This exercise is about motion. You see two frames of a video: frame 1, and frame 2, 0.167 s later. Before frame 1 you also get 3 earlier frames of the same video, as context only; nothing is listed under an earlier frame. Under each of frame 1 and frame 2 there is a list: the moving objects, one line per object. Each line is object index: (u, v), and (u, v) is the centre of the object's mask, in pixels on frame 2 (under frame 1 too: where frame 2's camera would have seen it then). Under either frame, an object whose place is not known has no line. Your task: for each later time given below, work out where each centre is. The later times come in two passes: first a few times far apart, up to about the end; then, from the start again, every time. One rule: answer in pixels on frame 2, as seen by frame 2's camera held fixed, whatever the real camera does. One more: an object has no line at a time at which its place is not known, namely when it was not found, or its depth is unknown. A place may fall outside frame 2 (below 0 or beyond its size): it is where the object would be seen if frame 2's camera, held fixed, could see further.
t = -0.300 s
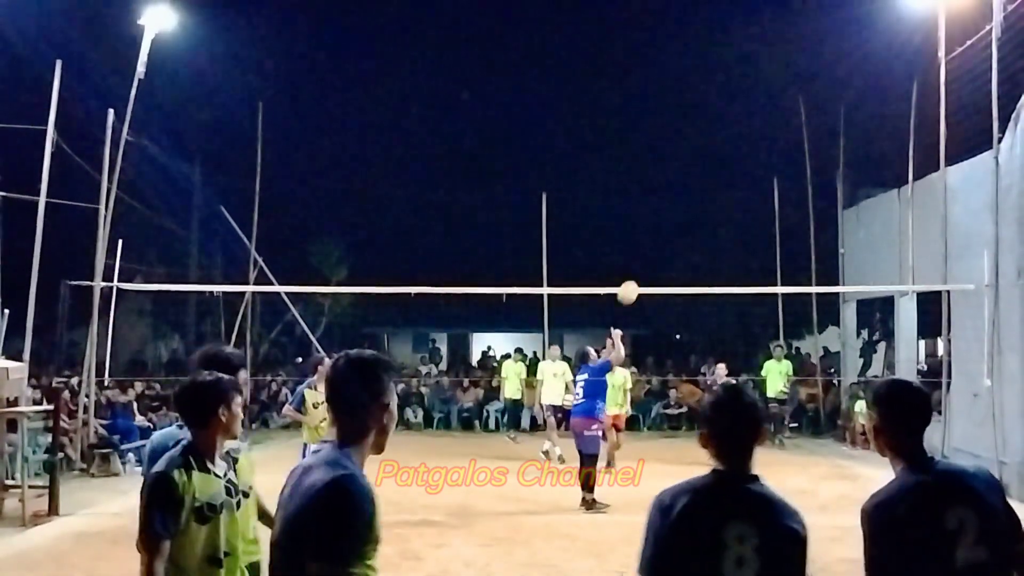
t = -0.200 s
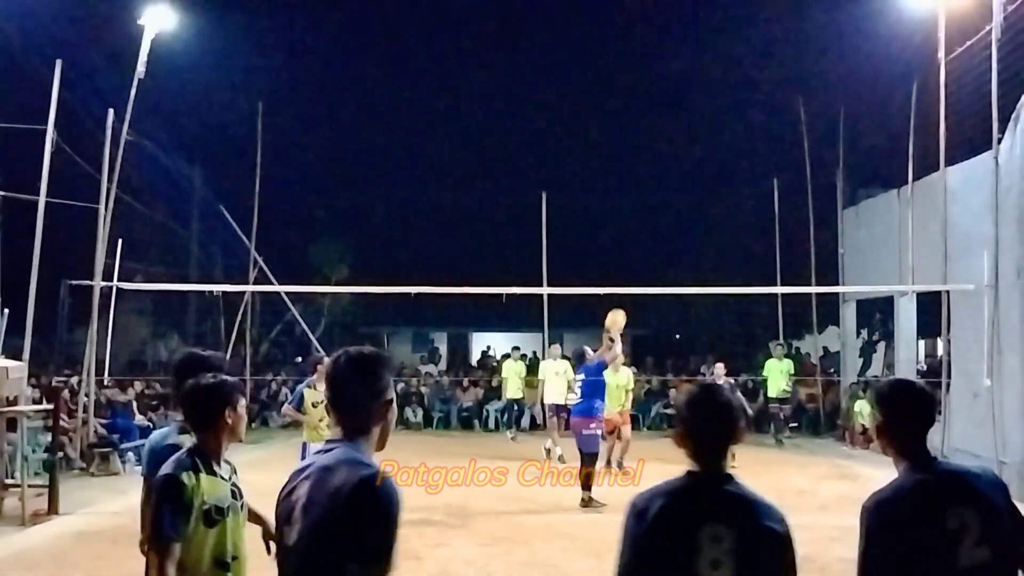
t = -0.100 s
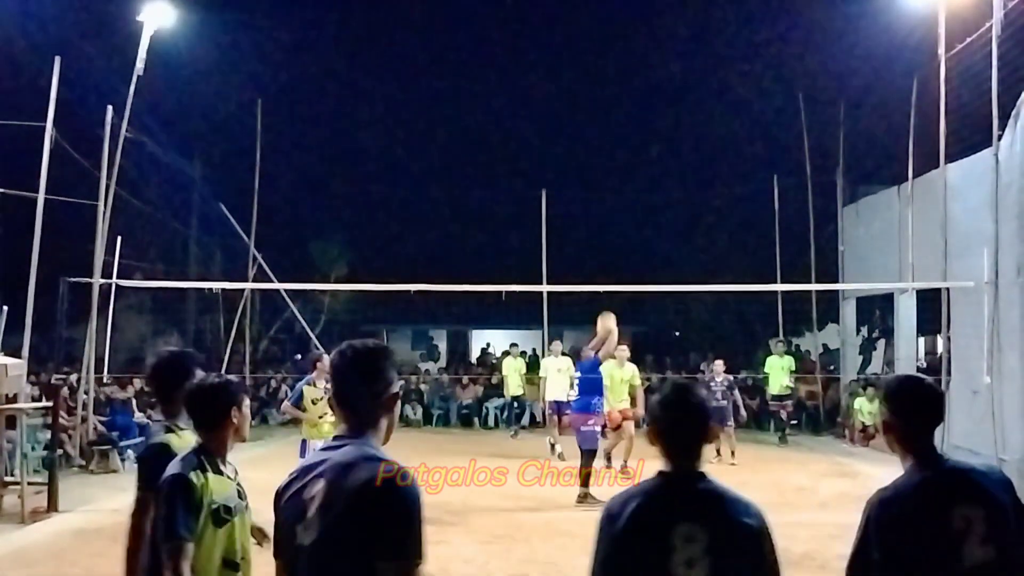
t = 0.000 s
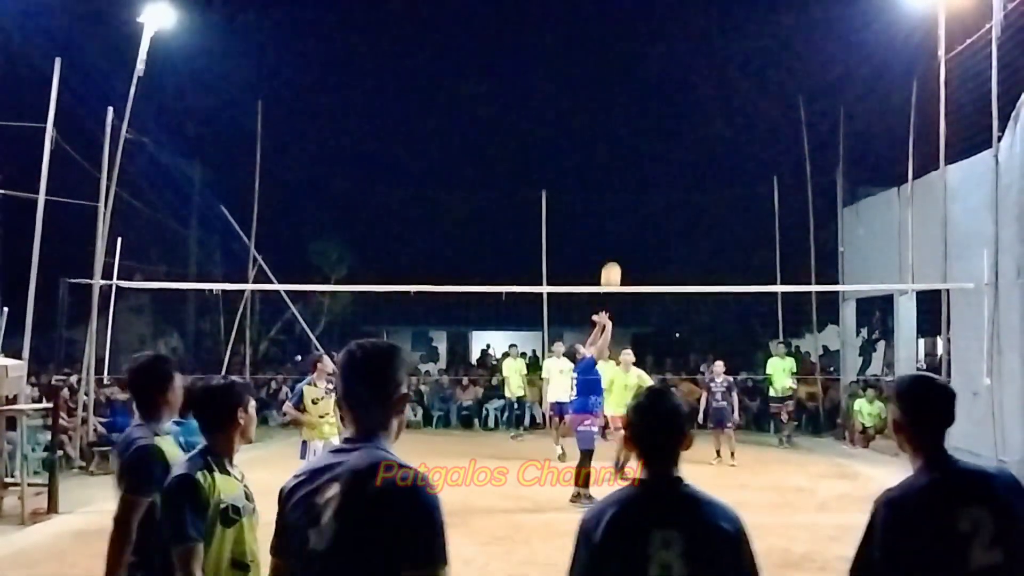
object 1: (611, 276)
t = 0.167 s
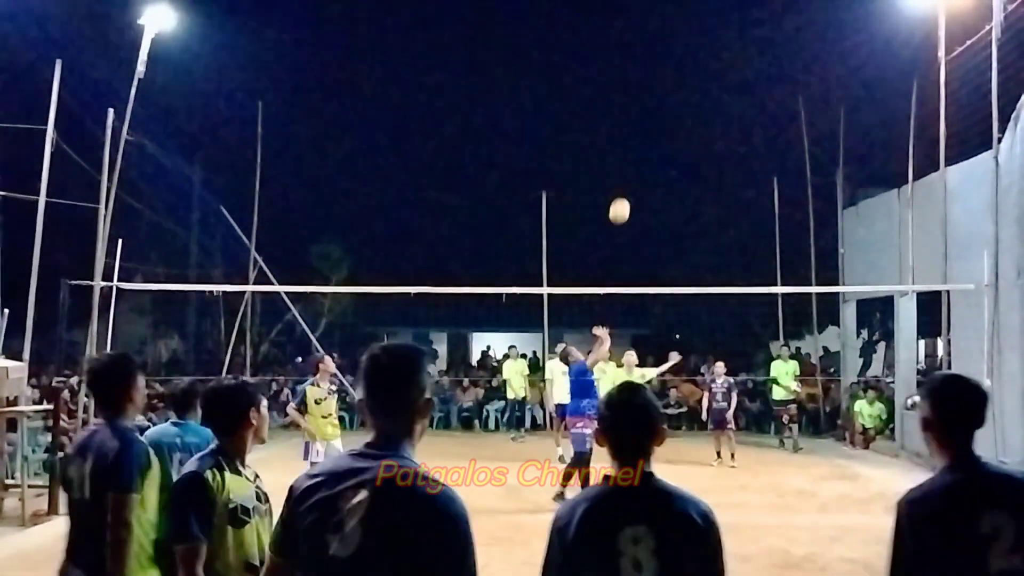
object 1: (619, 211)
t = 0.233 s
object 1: (623, 191)
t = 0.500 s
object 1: (637, 150)
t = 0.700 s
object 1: (647, 159)
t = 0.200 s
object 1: (621, 201)
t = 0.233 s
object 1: (623, 191)
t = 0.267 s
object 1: (625, 183)
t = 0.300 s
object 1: (626, 175)
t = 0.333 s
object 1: (628, 168)
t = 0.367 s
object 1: (630, 163)
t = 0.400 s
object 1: (632, 158)
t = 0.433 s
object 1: (634, 155)
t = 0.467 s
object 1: (635, 152)
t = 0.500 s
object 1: (637, 150)
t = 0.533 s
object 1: (639, 149)
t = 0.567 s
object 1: (641, 149)
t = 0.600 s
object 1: (642, 150)
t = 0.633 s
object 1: (644, 152)
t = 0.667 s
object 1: (646, 156)
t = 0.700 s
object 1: (647, 159)
